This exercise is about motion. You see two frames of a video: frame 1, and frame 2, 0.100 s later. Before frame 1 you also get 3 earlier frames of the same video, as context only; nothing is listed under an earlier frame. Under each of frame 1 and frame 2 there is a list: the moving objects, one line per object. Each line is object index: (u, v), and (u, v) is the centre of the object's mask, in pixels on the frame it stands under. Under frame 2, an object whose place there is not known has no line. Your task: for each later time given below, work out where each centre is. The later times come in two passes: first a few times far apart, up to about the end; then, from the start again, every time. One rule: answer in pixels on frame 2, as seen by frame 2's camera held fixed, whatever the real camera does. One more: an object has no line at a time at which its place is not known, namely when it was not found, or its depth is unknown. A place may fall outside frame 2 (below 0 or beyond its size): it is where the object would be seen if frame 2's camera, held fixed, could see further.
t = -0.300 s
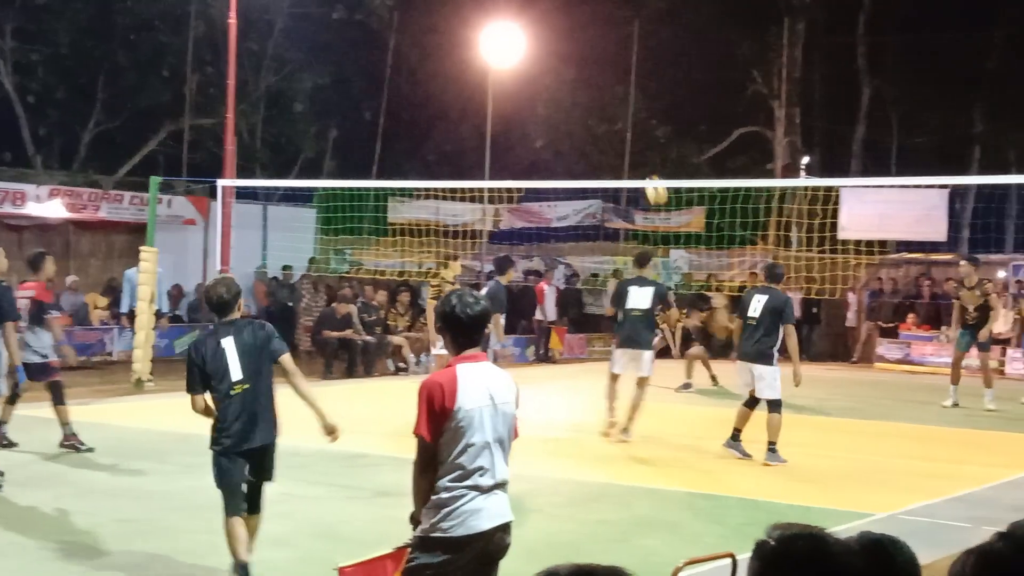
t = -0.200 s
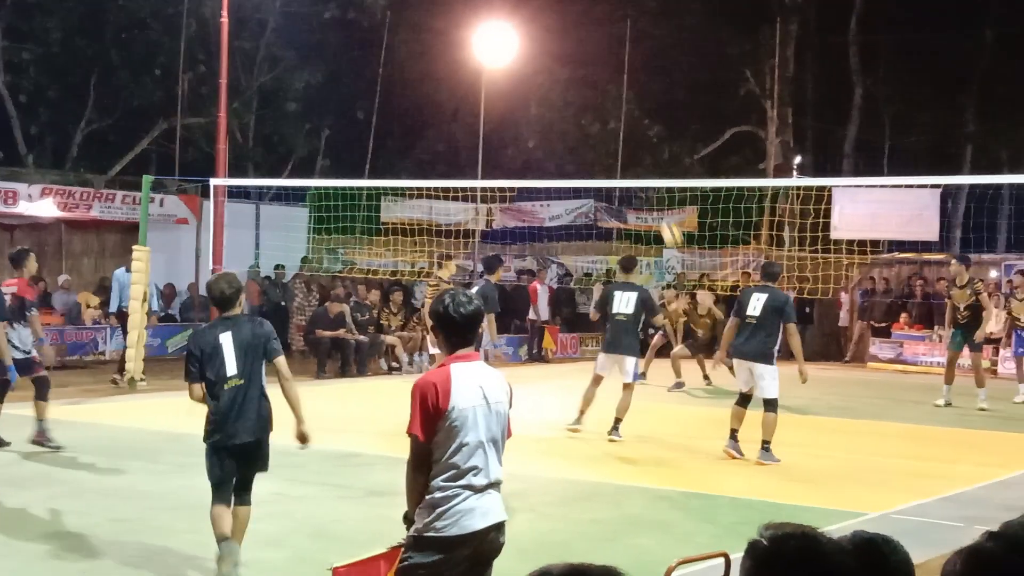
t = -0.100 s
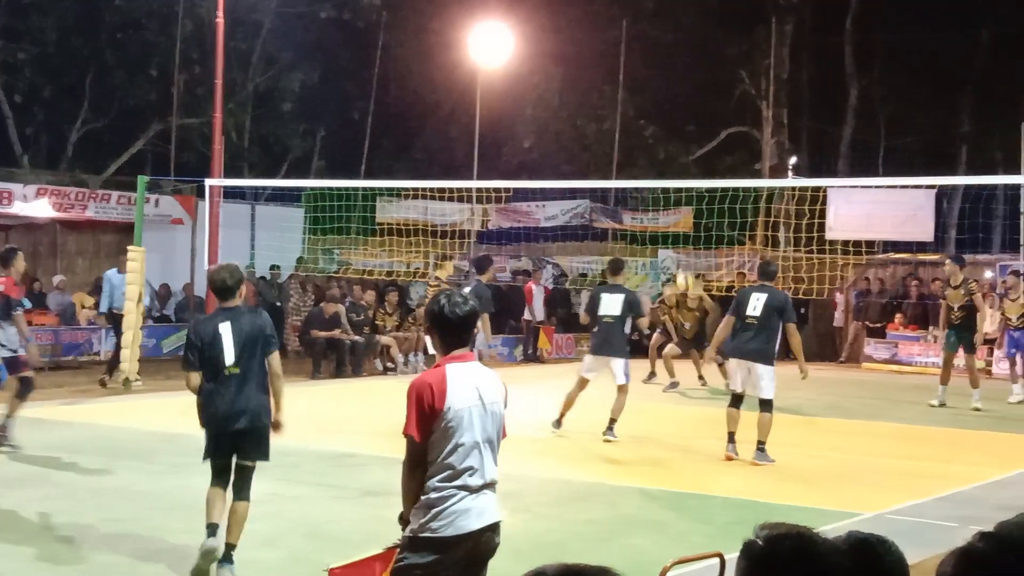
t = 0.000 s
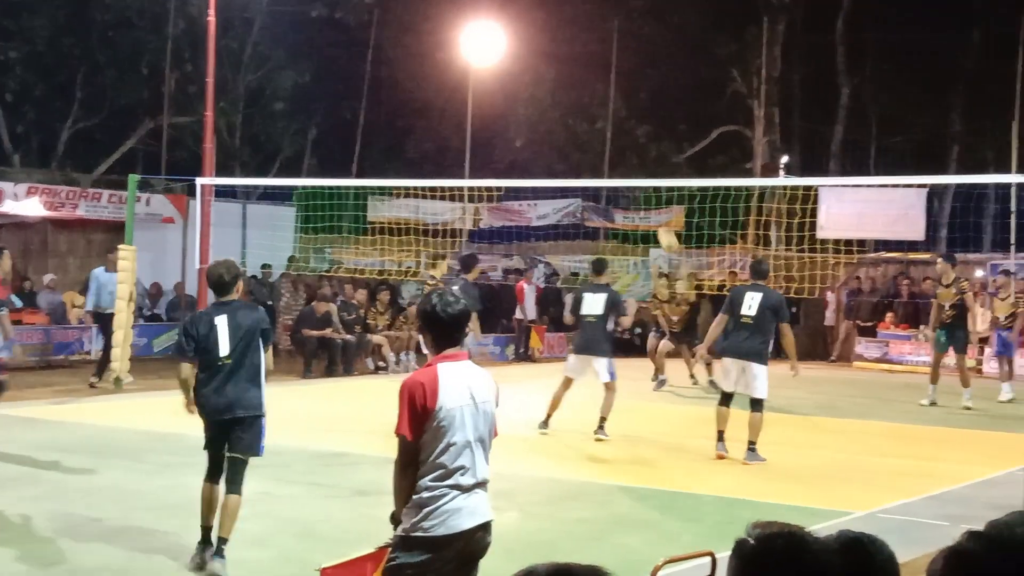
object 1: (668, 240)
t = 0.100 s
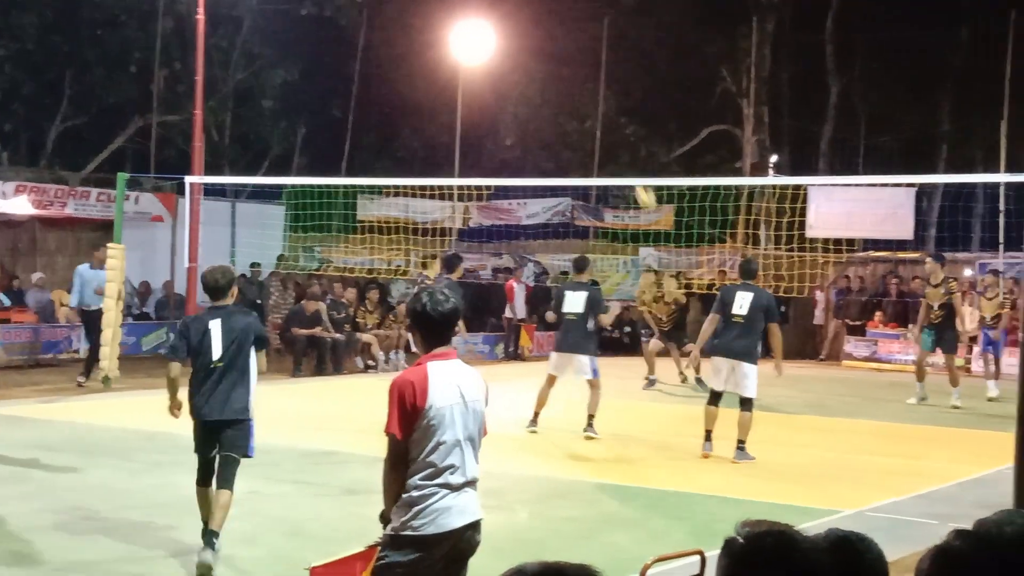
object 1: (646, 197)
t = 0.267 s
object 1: (624, 141)
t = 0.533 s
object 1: (591, 99)
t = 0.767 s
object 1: (558, 111)
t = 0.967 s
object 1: (530, 161)
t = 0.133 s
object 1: (642, 186)
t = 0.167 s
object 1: (636, 169)
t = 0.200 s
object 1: (633, 161)
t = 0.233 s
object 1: (629, 151)
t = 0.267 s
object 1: (624, 141)
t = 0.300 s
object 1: (621, 133)
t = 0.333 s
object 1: (616, 125)
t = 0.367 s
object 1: (612, 119)
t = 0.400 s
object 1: (608, 113)
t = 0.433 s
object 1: (603, 108)
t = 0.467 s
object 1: (599, 103)
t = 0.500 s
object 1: (595, 101)
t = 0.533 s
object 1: (591, 99)
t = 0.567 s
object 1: (586, 97)
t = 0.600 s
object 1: (582, 97)
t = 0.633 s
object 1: (577, 98)
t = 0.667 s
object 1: (572, 100)
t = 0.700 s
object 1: (568, 103)
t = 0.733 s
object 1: (563, 107)
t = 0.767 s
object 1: (558, 111)
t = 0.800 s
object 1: (553, 116)
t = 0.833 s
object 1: (549, 124)
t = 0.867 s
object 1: (544, 132)
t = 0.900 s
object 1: (540, 140)
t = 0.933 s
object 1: (535, 150)
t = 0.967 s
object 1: (530, 161)
